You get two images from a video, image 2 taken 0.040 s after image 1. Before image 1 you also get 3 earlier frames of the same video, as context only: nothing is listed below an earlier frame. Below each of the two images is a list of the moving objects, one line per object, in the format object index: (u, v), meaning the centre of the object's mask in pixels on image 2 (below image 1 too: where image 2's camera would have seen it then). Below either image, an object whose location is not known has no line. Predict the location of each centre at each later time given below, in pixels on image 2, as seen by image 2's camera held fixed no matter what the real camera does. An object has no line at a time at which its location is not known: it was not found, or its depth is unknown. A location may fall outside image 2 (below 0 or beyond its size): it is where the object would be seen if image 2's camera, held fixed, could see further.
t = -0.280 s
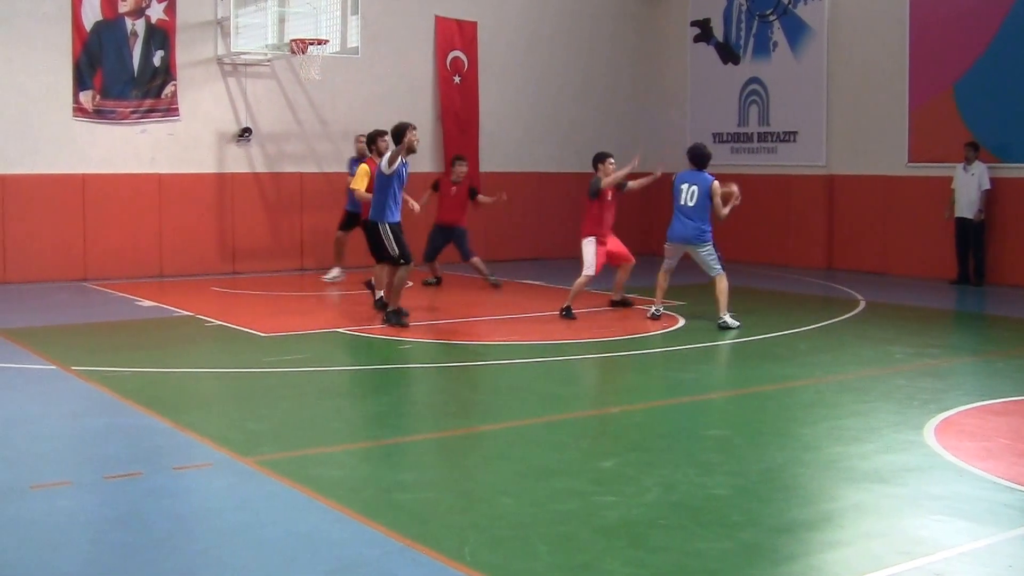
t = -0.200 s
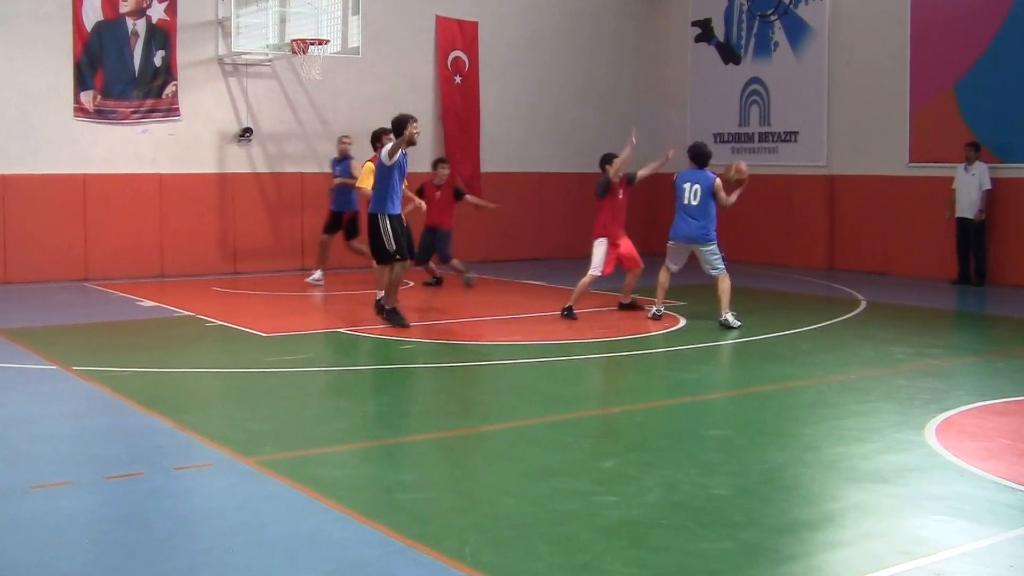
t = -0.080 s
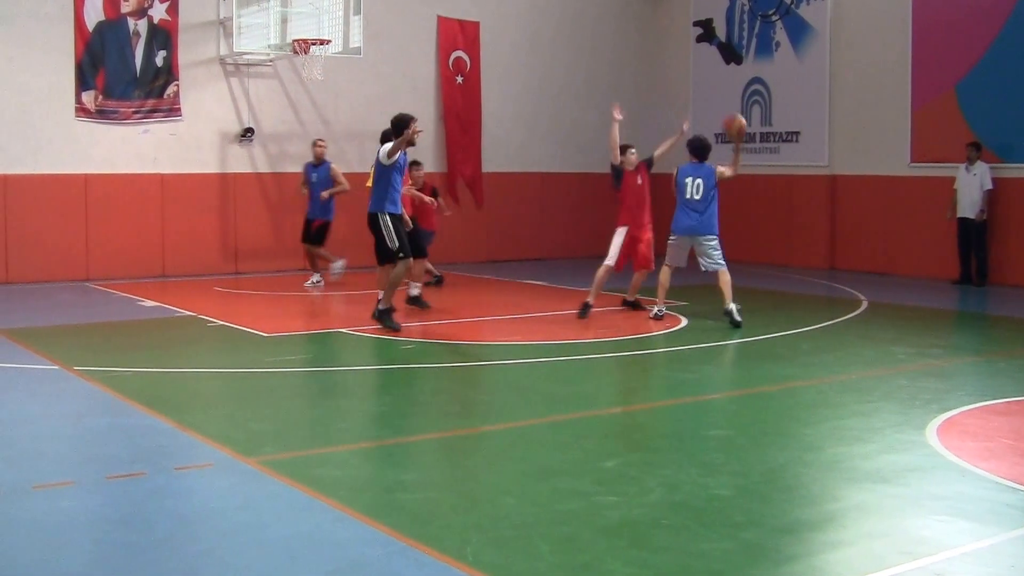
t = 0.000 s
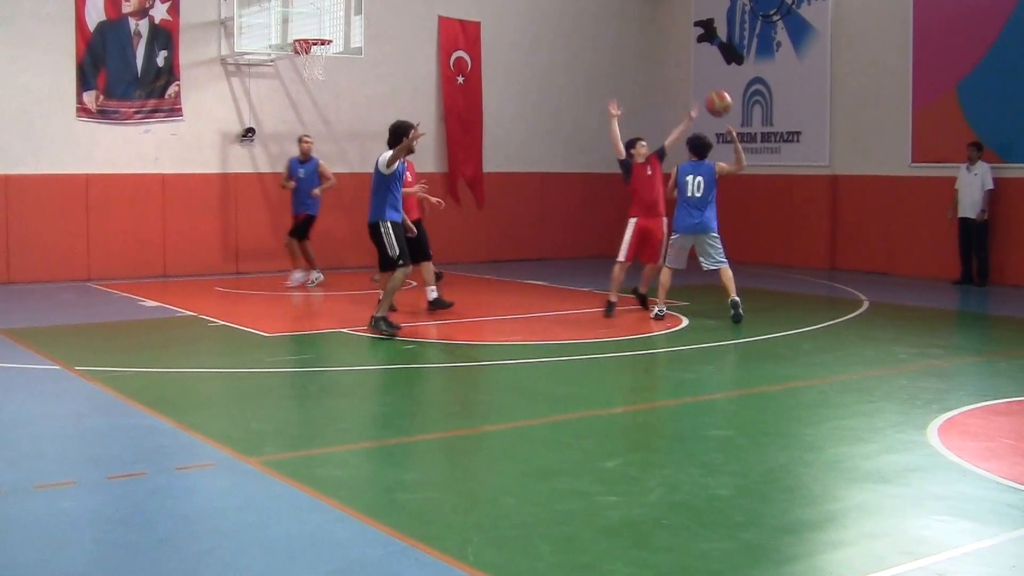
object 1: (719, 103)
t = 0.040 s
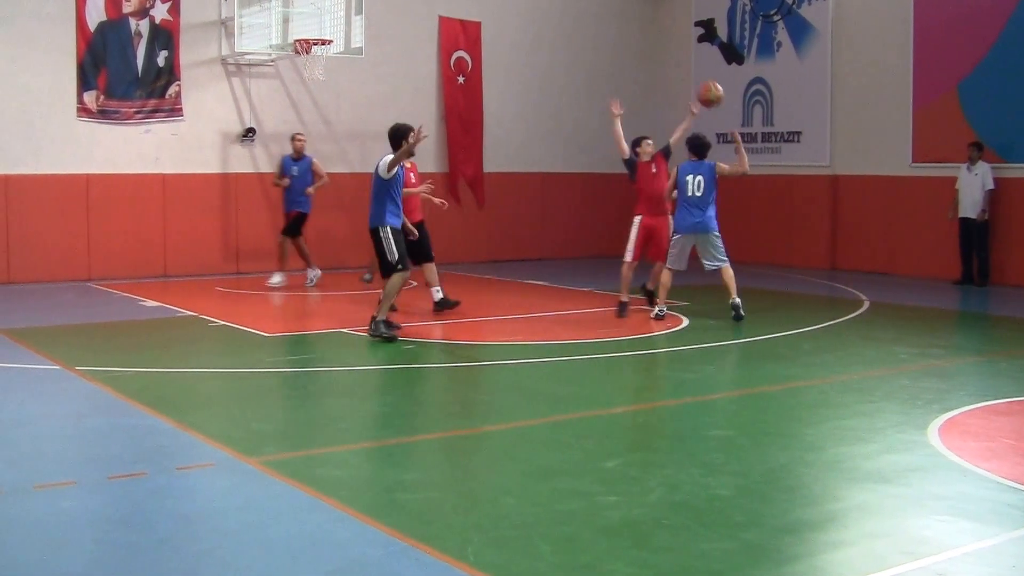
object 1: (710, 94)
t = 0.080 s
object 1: (700, 86)
